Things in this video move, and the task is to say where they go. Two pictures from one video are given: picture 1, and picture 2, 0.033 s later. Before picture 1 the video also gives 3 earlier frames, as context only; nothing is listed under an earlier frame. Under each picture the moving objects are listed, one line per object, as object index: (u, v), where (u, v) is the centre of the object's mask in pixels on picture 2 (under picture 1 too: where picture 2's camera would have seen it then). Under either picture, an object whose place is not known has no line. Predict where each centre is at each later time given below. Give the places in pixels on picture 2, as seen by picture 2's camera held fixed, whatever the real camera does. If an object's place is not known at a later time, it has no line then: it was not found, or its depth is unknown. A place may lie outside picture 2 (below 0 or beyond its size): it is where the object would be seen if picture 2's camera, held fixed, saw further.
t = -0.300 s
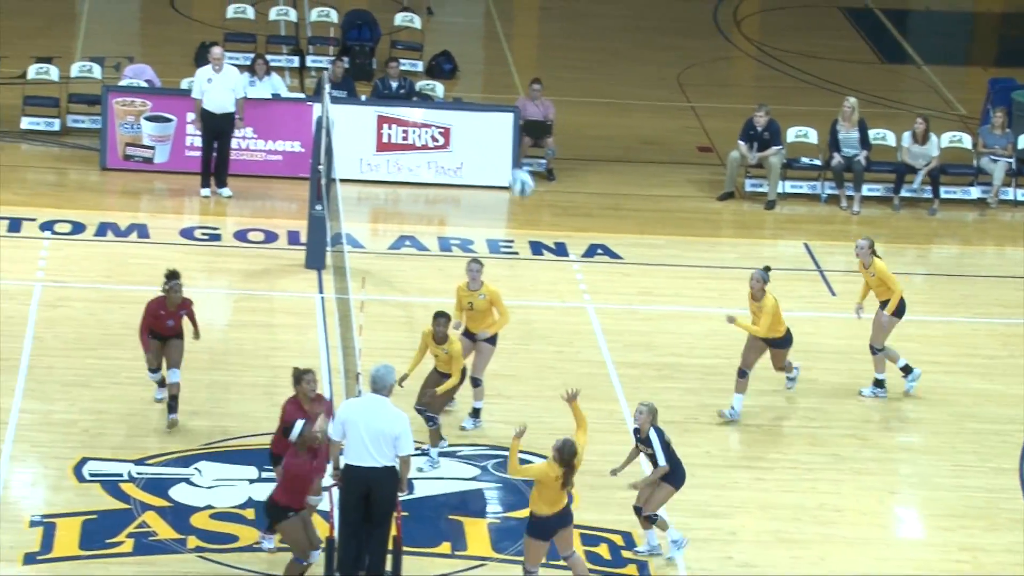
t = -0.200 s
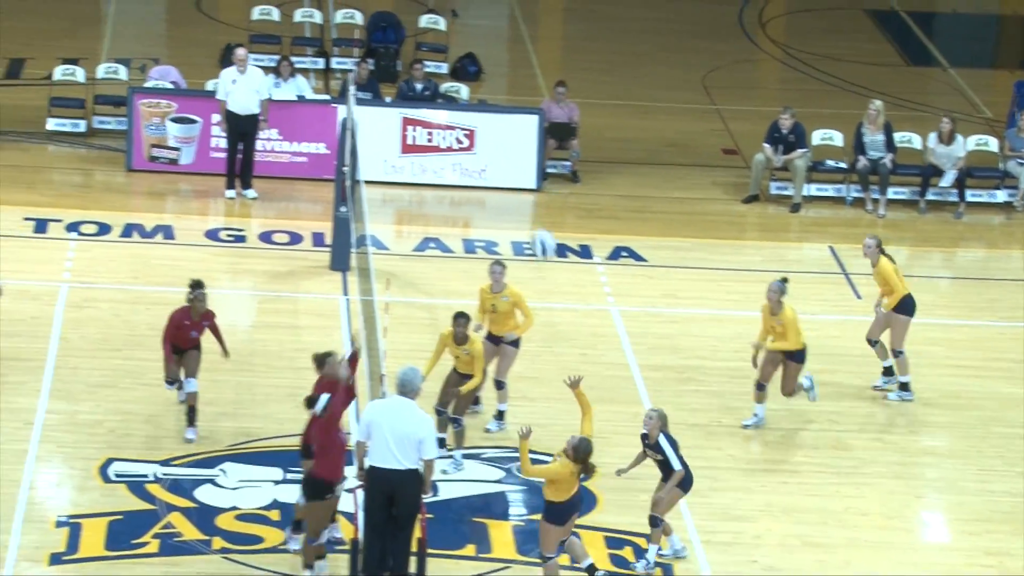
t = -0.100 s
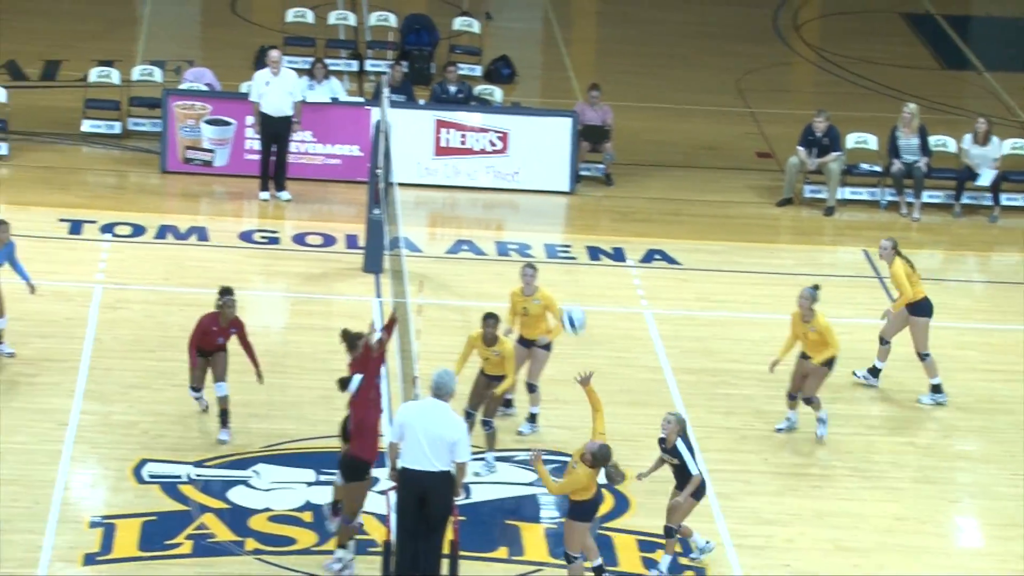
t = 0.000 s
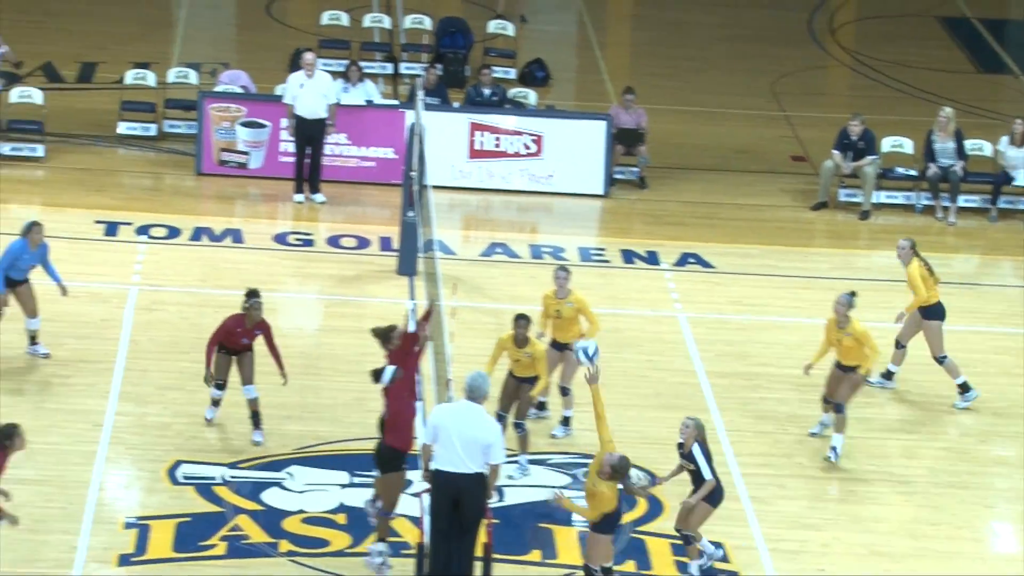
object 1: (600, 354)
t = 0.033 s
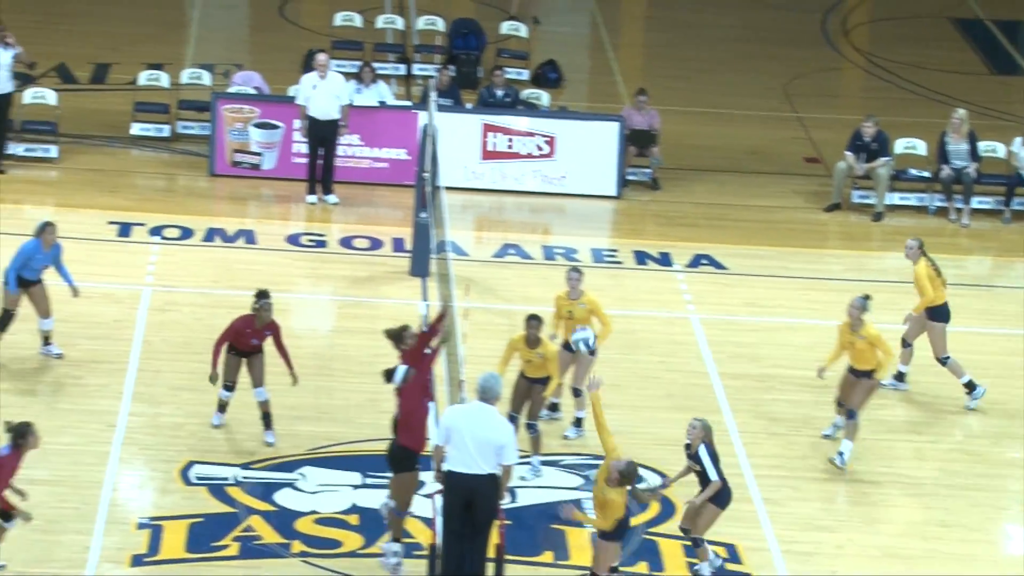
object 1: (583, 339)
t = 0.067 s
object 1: (566, 326)
